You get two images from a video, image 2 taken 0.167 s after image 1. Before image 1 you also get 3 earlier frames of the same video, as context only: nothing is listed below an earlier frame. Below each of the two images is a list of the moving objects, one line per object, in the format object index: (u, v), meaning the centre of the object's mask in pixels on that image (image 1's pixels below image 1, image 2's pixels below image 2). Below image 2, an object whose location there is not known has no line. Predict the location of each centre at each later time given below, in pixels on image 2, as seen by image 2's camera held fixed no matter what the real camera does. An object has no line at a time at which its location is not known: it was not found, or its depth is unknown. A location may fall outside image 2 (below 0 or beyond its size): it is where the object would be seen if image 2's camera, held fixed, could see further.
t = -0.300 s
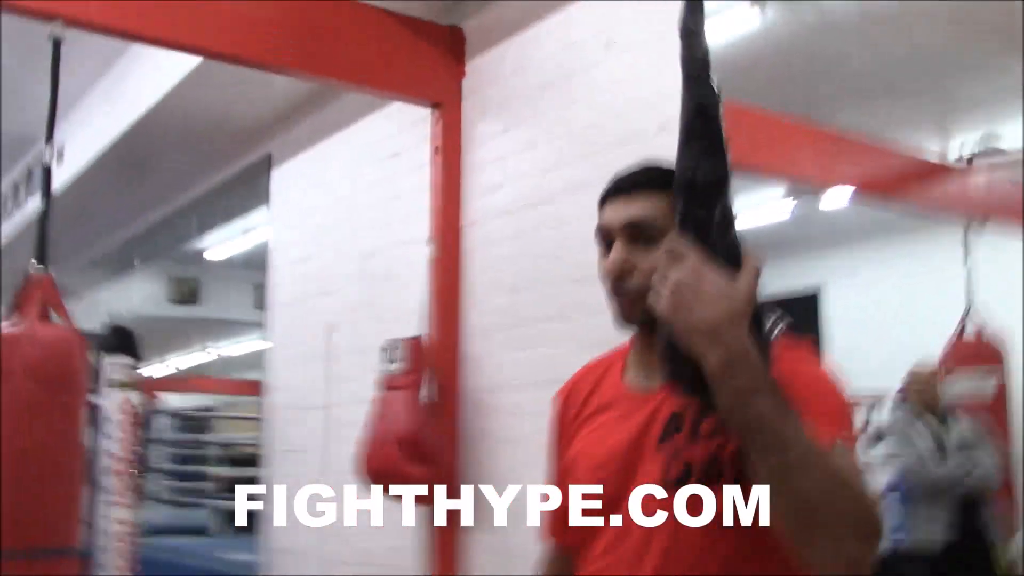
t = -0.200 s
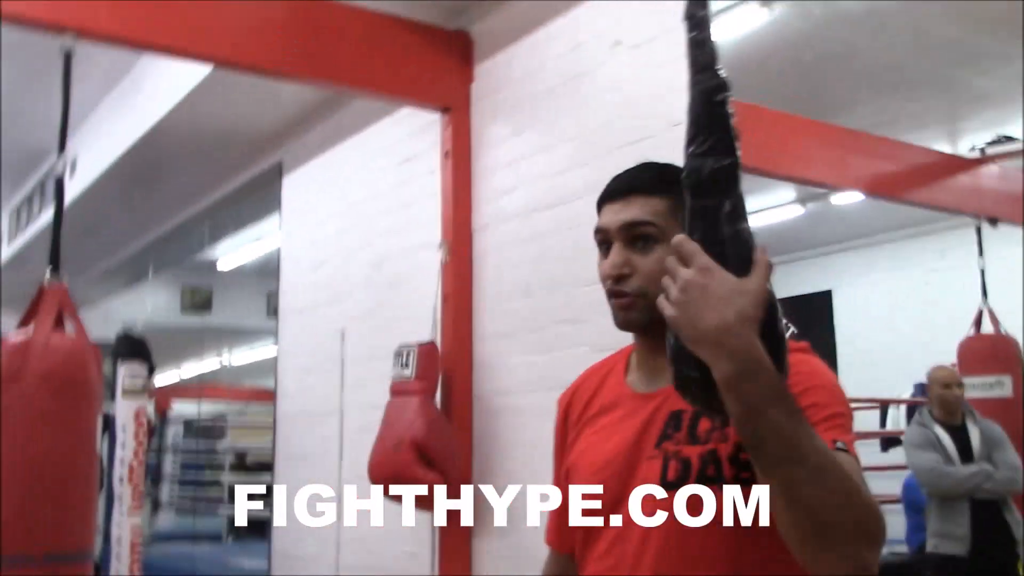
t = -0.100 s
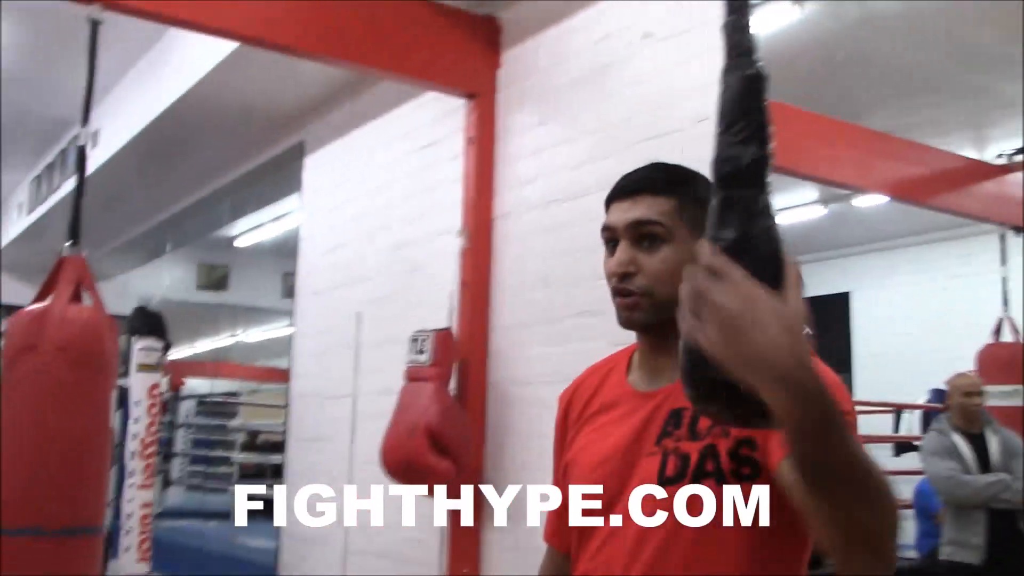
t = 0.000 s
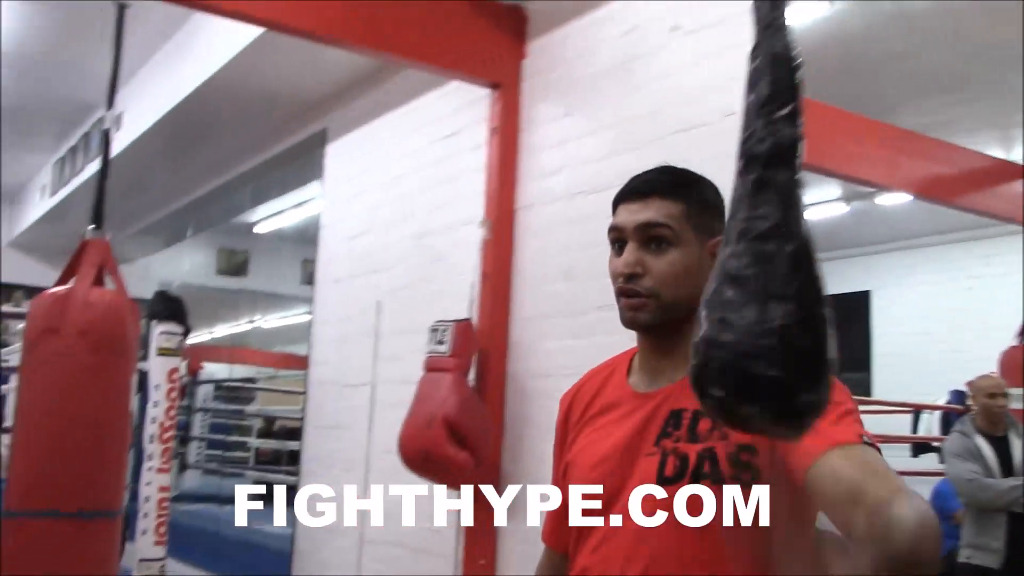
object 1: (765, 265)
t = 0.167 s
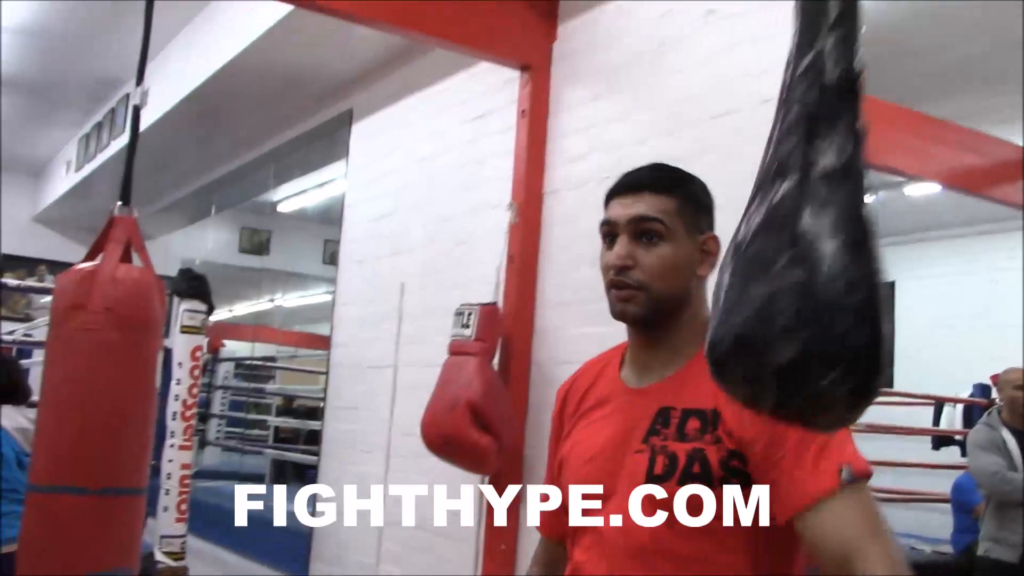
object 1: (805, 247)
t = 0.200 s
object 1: (804, 242)
